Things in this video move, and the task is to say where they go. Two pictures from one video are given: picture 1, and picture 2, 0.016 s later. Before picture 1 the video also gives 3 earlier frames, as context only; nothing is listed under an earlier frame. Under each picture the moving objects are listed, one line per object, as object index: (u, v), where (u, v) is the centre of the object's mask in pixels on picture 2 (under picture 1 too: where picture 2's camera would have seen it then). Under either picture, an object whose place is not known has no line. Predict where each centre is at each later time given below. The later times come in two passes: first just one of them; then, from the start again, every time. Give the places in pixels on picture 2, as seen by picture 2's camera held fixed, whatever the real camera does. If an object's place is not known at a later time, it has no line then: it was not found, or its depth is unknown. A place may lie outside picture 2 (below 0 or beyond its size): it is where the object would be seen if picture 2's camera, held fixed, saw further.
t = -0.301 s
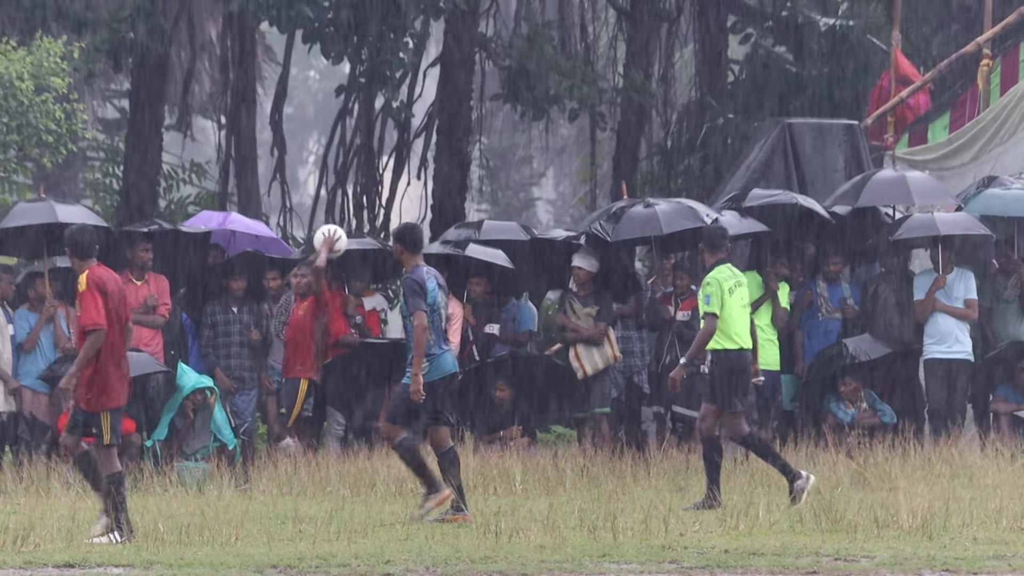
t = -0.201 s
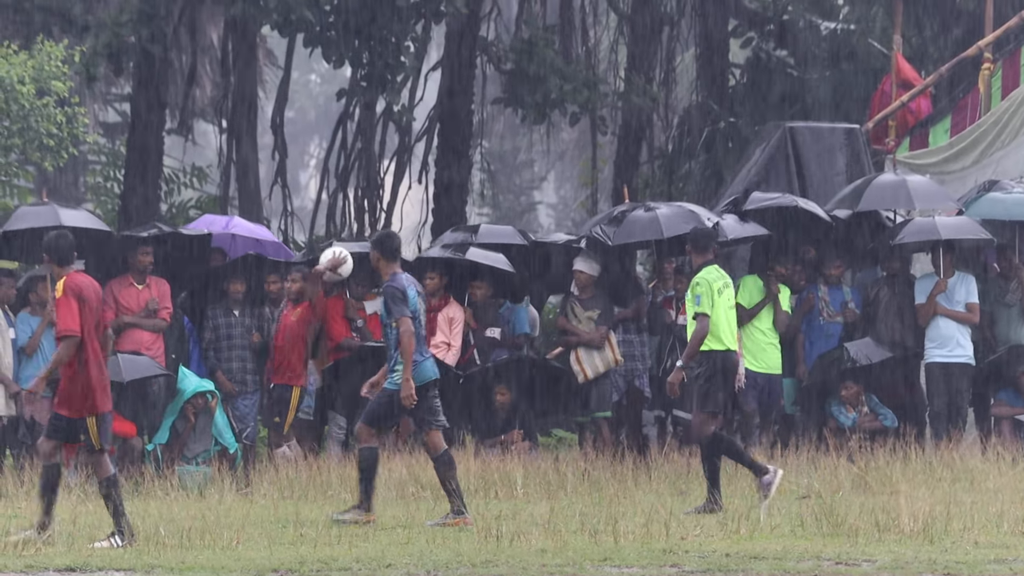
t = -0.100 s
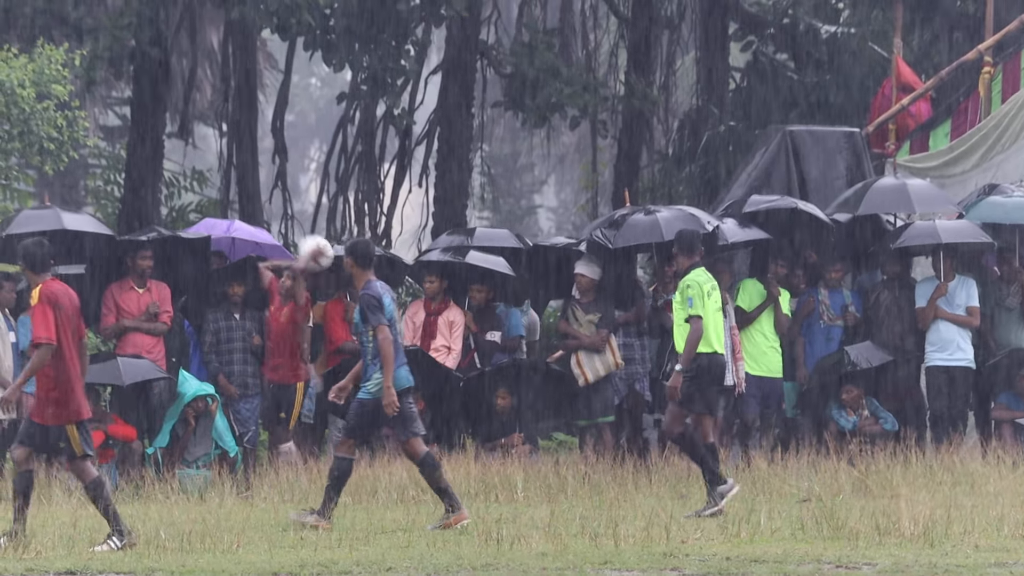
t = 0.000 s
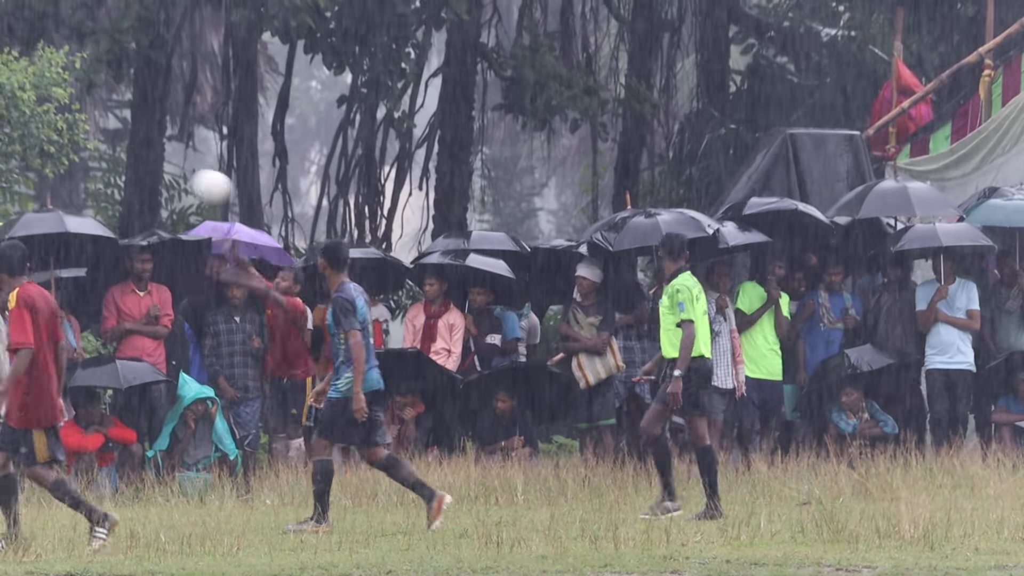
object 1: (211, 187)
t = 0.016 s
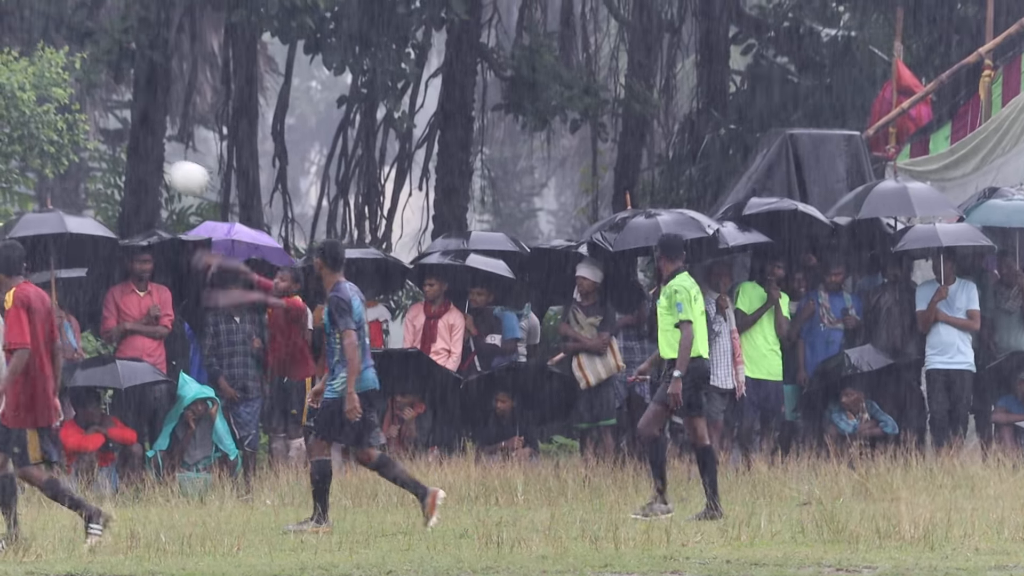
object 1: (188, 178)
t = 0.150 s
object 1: (11, 126)
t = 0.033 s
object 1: (165, 170)
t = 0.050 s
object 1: (142, 163)
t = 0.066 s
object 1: (119, 155)
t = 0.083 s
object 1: (96, 148)
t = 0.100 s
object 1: (73, 141)
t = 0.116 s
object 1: (49, 135)
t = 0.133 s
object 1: (26, 129)
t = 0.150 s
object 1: (11, 126)
